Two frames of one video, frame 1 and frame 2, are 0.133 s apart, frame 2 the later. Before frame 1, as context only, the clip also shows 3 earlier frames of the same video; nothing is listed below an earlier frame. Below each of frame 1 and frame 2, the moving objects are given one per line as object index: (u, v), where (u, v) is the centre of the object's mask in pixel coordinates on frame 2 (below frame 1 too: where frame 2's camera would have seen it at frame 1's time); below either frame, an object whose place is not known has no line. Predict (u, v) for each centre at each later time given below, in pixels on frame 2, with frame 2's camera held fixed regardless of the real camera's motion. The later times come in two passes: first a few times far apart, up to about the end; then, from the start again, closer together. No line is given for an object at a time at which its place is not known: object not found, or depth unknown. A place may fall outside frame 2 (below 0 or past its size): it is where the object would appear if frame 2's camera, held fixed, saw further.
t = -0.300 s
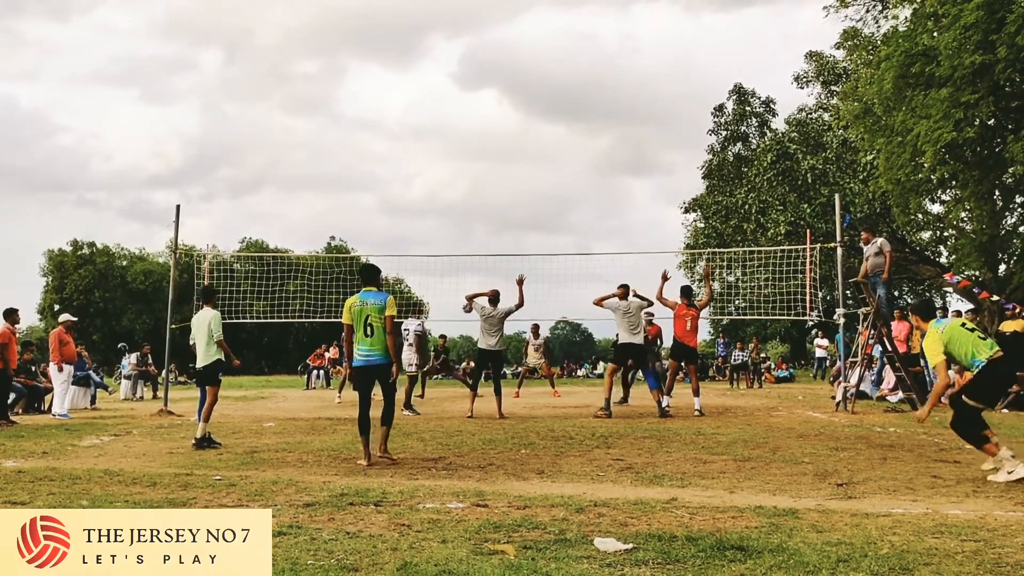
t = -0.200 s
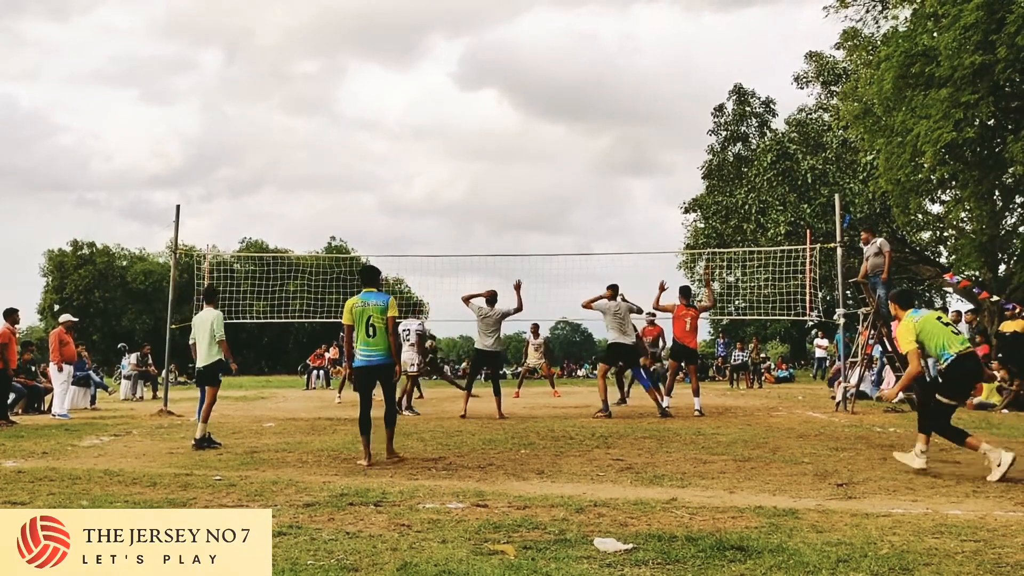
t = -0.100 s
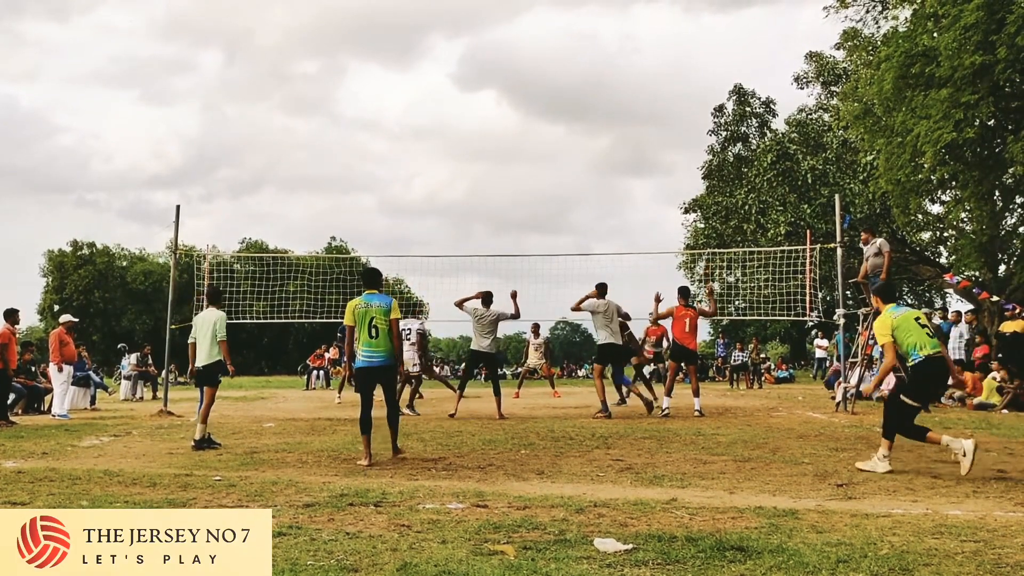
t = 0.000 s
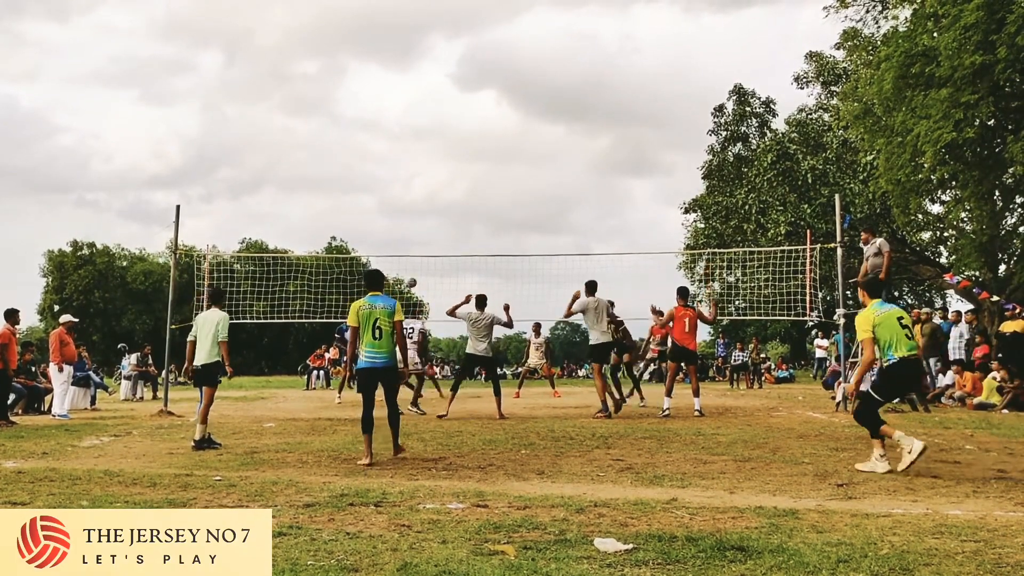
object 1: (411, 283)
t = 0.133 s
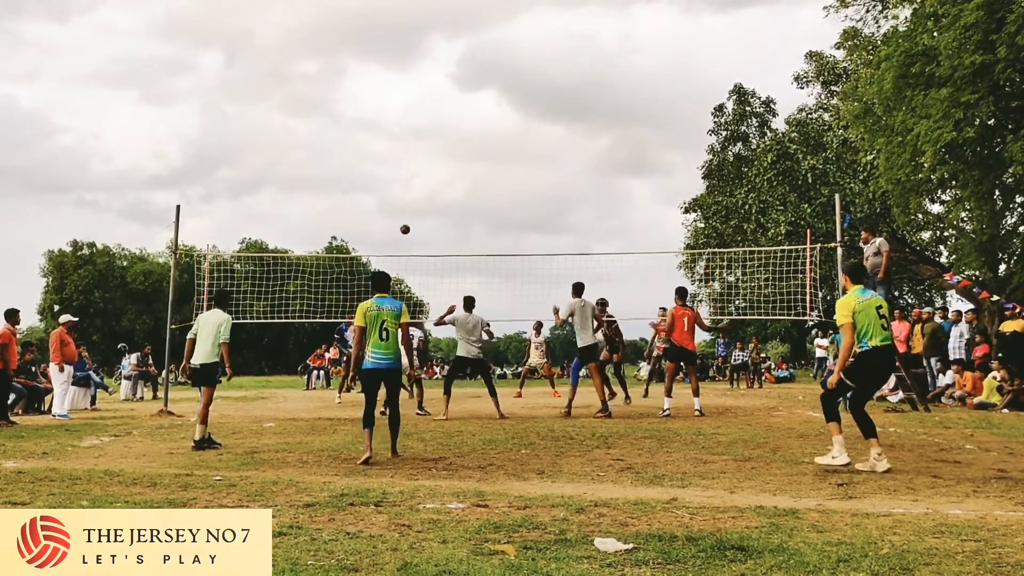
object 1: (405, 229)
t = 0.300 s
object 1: (395, 175)
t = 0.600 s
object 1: (377, 112)
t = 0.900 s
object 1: (357, 90)
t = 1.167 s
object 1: (338, 108)
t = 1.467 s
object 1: (316, 170)
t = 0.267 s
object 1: (397, 185)
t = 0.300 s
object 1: (395, 175)
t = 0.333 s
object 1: (394, 166)
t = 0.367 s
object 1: (391, 157)
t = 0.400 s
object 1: (390, 149)
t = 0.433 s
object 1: (388, 142)
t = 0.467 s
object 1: (385, 135)
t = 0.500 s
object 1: (383, 128)
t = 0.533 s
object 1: (381, 122)
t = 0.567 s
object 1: (379, 117)
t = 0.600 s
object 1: (377, 112)
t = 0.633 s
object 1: (375, 107)
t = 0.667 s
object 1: (373, 103)
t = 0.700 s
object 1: (371, 100)
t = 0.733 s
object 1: (369, 97)
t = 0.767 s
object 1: (366, 94)
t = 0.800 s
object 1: (364, 93)
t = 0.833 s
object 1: (362, 91)
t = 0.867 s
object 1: (360, 90)
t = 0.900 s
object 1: (357, 90)
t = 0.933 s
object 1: (355, 90)
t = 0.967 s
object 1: (353, 91)
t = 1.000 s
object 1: (350, 93)
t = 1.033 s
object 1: (348, 95)
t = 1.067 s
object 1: (345, 97)
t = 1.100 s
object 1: (343, 100)
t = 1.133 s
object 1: (341, 103)
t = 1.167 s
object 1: (338, 108)
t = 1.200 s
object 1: (336, 113)
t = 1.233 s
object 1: (333, 118)
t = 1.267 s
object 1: (331, 123)
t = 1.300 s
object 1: (328, 130)
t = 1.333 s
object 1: (326, 137)
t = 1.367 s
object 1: (323, 144)
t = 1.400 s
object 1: (321, 152)
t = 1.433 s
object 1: (318, 161)
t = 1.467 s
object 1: (316, 170)
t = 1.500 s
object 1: (313, 180)
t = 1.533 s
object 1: (310, 190)
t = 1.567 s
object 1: (308, 200)
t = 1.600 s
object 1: (305, 212)
